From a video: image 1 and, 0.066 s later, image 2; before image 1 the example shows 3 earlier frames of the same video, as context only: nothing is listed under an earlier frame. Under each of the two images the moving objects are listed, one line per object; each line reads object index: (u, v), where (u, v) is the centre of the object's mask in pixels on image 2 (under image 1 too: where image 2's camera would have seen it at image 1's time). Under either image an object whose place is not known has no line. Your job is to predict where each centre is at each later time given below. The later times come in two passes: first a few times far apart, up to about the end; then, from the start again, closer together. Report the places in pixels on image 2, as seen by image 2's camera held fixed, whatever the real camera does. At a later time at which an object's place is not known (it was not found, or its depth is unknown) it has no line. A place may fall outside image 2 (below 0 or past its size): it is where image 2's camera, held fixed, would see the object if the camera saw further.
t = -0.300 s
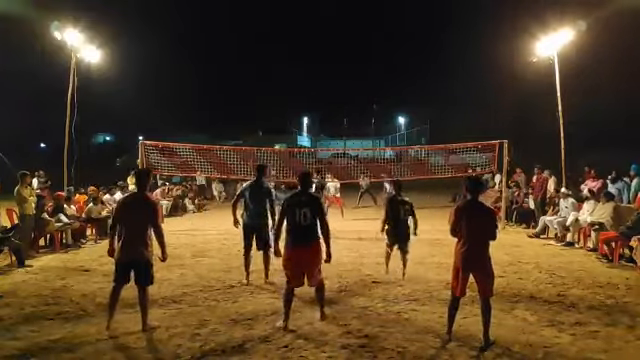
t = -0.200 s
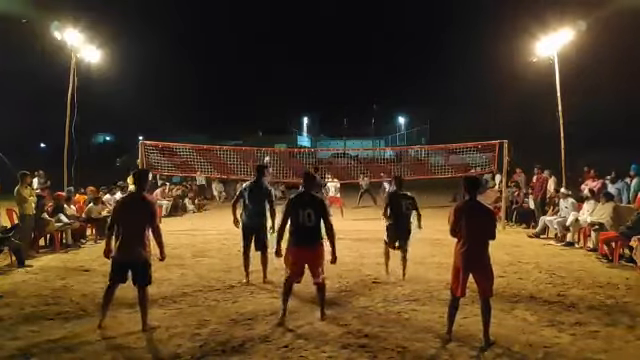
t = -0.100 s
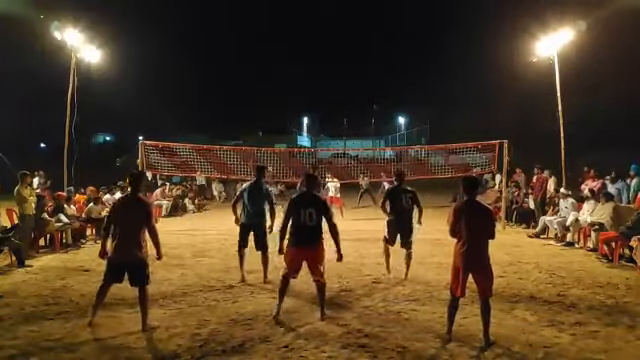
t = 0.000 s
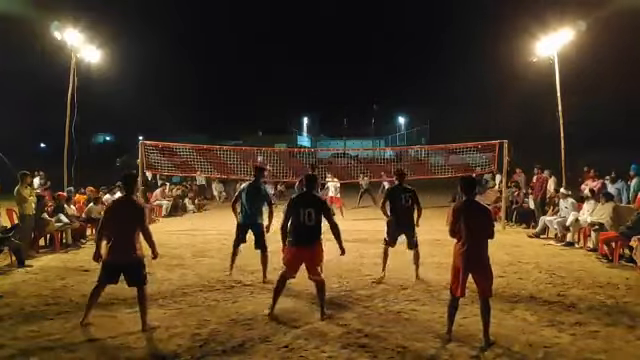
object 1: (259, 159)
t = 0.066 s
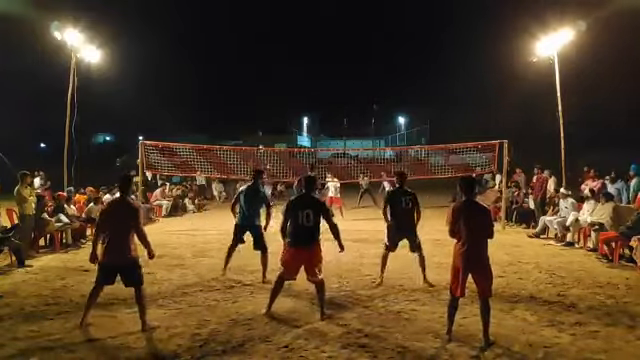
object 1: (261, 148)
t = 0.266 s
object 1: (265, 119)
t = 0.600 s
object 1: (273, 85)
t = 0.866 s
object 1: (282, 80)
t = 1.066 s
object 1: (291, 98)
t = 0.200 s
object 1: (263, 128)
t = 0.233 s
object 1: (265, 124)
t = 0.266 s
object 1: (265, 119)
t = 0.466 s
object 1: (270, 96)
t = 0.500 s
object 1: (270, 93)
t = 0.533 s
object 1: (272, 90)
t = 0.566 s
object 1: (272, 88)
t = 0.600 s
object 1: (273, 85)
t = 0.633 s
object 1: (274, 83)
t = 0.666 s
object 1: (275, 82)
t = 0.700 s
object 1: (276, 80)
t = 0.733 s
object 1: (277, 79)
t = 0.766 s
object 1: (279, 79)
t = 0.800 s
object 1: (280, 79)
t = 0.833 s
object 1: (281, 79)
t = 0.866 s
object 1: (282, 80)
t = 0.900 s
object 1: (284, 81)
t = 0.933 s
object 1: (285, 83)
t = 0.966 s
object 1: (286, 86)
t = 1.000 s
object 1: (288, 90)
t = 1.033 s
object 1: (289, 94)
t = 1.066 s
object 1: (291, 98)
